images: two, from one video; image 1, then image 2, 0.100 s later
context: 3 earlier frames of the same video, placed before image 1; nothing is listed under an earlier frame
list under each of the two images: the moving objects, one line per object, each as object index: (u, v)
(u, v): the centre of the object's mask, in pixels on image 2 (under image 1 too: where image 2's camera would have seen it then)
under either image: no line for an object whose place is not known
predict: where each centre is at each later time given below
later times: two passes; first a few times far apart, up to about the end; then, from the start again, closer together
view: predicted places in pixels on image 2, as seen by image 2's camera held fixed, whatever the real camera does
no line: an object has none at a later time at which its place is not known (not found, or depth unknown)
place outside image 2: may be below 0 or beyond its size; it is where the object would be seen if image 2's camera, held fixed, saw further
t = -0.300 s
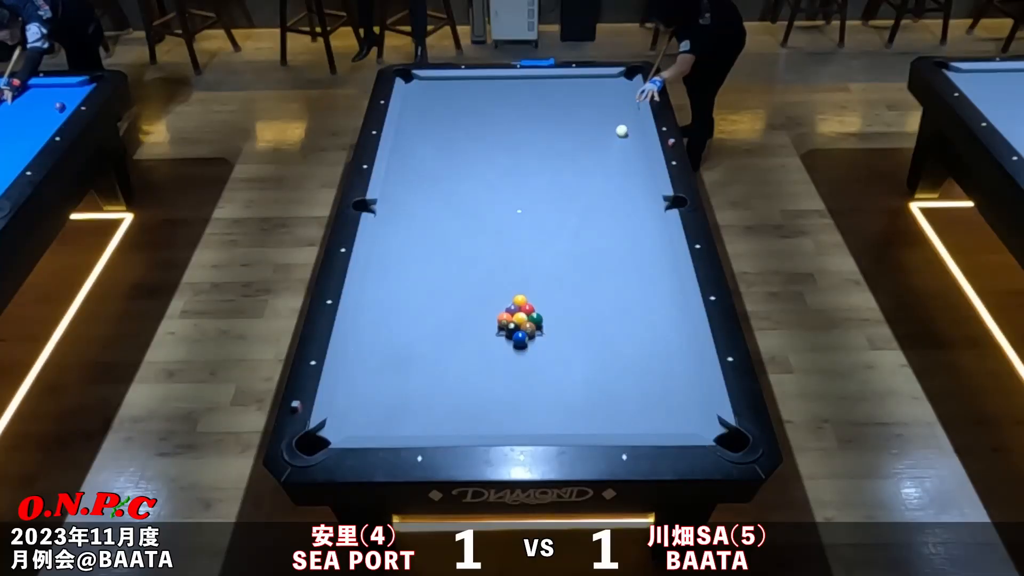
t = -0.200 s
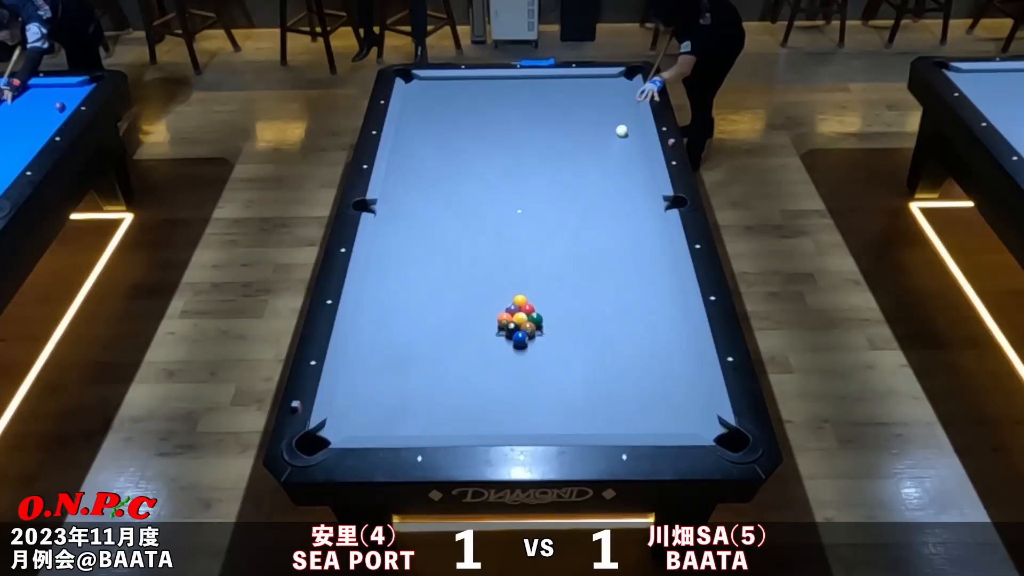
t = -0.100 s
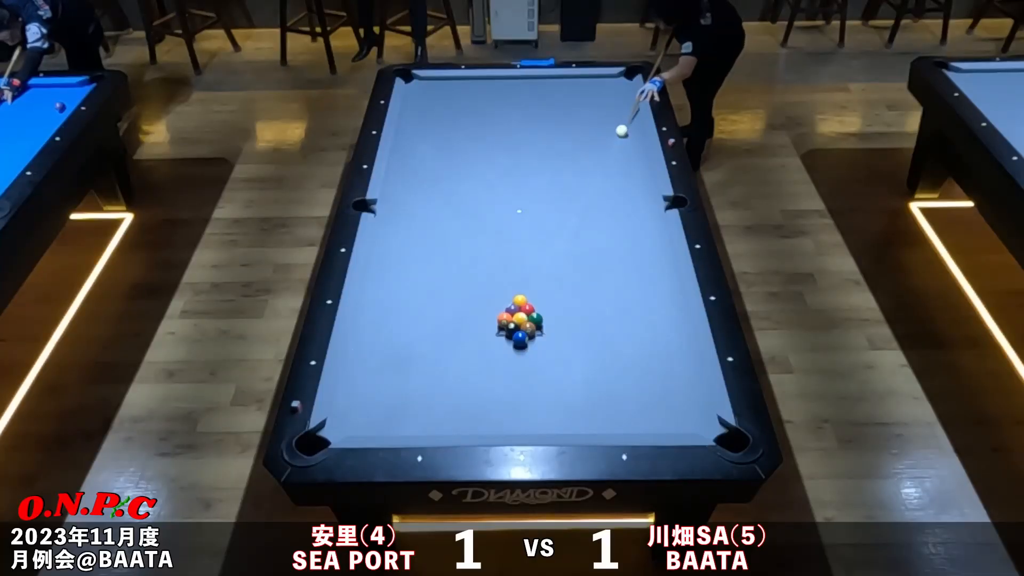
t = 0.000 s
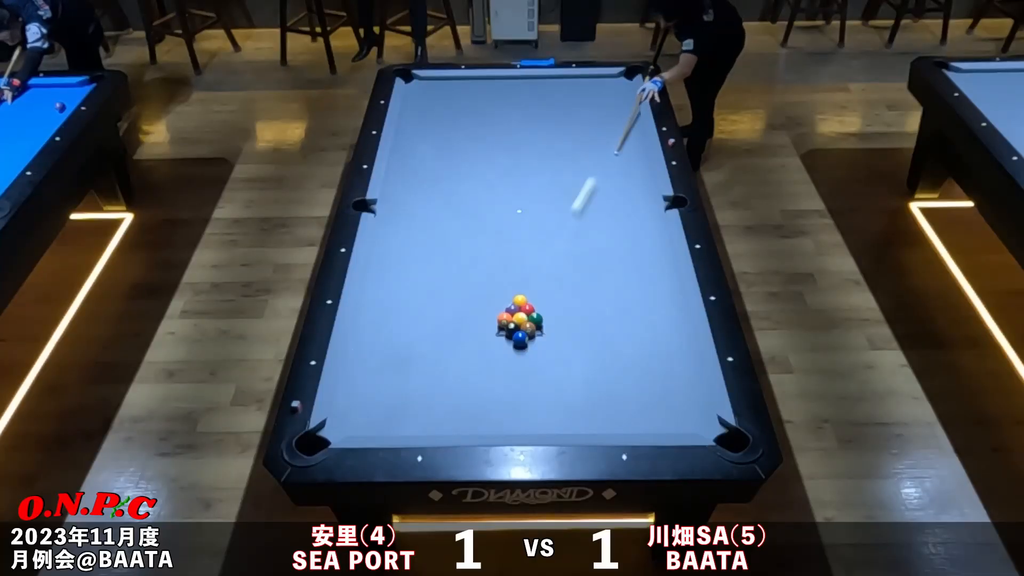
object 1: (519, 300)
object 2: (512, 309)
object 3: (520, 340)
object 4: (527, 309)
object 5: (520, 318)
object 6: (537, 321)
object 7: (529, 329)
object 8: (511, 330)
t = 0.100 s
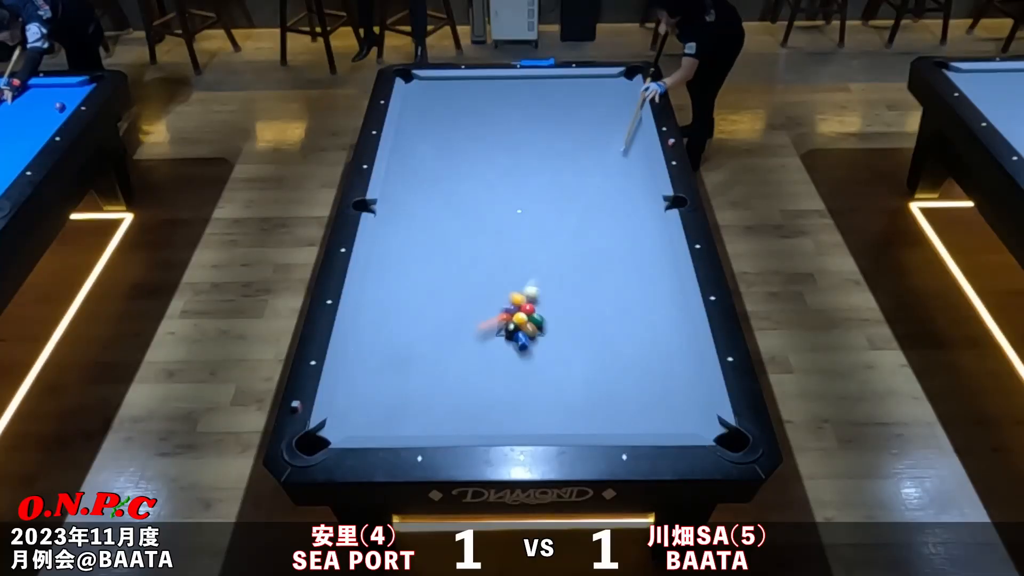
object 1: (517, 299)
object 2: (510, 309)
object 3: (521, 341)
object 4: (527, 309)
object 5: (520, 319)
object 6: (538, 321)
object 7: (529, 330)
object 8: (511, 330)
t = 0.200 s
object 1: (490, 286)
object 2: (475, 308)
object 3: (554, 386)
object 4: (531, 310)
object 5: (520, 321)
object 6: (562, 341)
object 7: (545, 354)
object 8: (508, 340)
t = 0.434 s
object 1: (442, 259)
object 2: (414, 298)
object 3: (601, 398)
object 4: (538, 309)
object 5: (521, 324)
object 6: (613, 379)
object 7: (579, 398)
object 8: (500, 358)
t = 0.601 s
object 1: (411, 242)
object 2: (374, 290)
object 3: (619, 363)
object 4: (542, 308)
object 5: (521, 325)
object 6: (652, 408)
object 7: (604, 426)
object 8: (494, 371)
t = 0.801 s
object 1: (380, 223)
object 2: (390, 278)
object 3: (639, 326)
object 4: (547, 307)
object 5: (522, 326)
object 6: (693, 422)
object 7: (619, 406)
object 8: (487, 385)
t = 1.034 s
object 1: (408, 207)
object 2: (424, 264)
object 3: (649, 285)
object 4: (551, 306)
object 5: (522, 326)
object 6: (695, 401)
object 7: (635, 381)
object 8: (479, 403)
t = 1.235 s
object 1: (429, 195)
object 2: (451, 253)
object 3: (654, 254)
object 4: (553, 306)
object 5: (522, 326)
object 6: (676, 383)
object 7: (647, 361)
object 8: (472, 417)
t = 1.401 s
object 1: (445, 186)
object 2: (473, 245)
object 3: (658, 230)
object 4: (551, 299)
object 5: (522, 326)
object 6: (662, 370)
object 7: (656, 346)
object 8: (467, 426)
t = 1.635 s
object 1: (466, 173)
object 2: (501, 233)
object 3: (652, 203)
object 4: (546, 285)
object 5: (497, 339)
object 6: (643, 353)
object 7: (668, 326)
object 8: (462, 425)
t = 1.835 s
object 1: (483, 163)
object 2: (524, 224)
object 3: (642, 183)
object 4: (542, 274)
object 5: (474, 351)
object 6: (629, 340)
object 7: (678, 311)
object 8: (459, 420)
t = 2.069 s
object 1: (501, 152)
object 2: (549, 214)
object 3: (631, 163)
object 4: (537, 262)
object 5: (449, 366)
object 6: (613, 325)
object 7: (674, 298)
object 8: (457, 413)
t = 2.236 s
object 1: (513, 145)
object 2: (566, 207)
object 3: (624, 150)
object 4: (534, 254)
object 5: (430, 375)
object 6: (603, 316)
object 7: (668, 291)
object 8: (455, 410)
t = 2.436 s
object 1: (527, 137)
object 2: (584, 199)
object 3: (617, 135)
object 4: (531, 246)
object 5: (409, 387)
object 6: (591, 306)
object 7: (660, 283)
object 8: (454, 406)
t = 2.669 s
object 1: (542, 128)
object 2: (605, 191)
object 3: (608, 118)
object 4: (527, 237)
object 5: (384, 401)
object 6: (579, 295)
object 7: (652, 274)
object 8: (453, 402)
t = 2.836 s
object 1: (552, 122)
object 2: (619, 185)
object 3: (603, 108)
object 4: (524, 231)
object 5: (367, 410)
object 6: (571, 288)
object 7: (647, 268)
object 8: (452, 401)
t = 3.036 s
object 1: (563, 116)
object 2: (635, 179)
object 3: (597, 96)
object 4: (521, 225)
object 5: (347, 421)
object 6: (562, 280)
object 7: (641, 262)
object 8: (452, 400)
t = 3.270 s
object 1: (575, 108)
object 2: (648, 172)
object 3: (590, 83)
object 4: (519, 218)
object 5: (324, 433)
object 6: (553, 272)
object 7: (636, 256)
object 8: (451, 399)
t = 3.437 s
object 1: (583, 104)
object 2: (640, 170)
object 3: (586, 79)
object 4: (516, 214)
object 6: (547, 266)
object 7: (632, 252)
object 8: (451, 399)
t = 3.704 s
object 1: (596, 96)
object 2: (629, 166)
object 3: (581, 87)
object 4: (514, 208)
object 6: (538, 259)
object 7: (627, 246)
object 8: (451, 399)
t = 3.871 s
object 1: (603, 92)
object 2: (622, 163)
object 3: (578, 92)
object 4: (512, 205)
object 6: (532, 255)
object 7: (625, 243)
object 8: (451, 399)
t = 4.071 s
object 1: (611, 87)
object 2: (615, 161)
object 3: (575, 97)
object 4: (510, 202)
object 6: (527, 250)
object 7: (622, 240)
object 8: (451, 399)
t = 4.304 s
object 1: (619, 82)
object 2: (608, 159)
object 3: (570, 103)
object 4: (509, 199)
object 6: (521, 245)
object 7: (619, 237)
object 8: (451, 399)
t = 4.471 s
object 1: (625, 79)
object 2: (603, 157)
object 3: (568, 107)
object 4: (508, 196)
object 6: (517, 242)
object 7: (618, 235)
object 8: (451, 399)
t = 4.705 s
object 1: (632, 76)
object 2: (598, 155)
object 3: (565, 113)
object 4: (506, 194)
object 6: (513, 239)
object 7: (616, 234)
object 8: (451, 399)
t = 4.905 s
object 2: (594, 154)
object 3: (562, 118)
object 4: (506, 192)
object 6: (510, 236)
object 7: (616, 233)
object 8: (451, 399)
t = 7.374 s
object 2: (584, 149)
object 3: (544, 146)
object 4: (505, 190)
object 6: (502, 229)
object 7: (615, 232)
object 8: (451, 399)
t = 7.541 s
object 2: (583, 150)
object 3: (544, 146)
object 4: (505, 190)
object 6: (502, 229)
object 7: (615, 232)
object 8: (451, 399)
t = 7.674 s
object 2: (584, 150)
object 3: (544, 146)
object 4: (505, 190)
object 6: (502, 229)
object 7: (615, 232)
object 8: (451, 399)
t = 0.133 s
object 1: (507, 295)
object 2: (496, 311)
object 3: (532, 355)
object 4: (529, 310)
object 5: (520, 320)
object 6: (545, 328)
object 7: (535, 338)
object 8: (510, 335)
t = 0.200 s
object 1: (490, 286)
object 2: (475, 308)
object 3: (554, 386)
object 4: (531, 310)
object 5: (520, 321)
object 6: (562, 341)
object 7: (545, 354)
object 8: (508, 340)
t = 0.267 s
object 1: (475, 277)
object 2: (457, 305)
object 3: (574, 414)
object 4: (533, 310)
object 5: (520, 322)
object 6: (577, 352)
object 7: (555, 366)
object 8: (506, 346)
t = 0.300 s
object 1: (468, 273)
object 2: (448, 304)
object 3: (584, 426)
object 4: (534, 310)
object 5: (521, 322)
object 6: (584, 357)
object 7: (560, 372)
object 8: (505, 348)
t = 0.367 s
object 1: (455, 266)
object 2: (431, 300)
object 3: (594, 414)
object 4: (536, 310)
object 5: (520, 323)
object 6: (598, 367)
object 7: (569, 385)
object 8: (502, 353)
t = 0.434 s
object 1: (442, 259)
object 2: (414, 298)
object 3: (601, 398)
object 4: (538, 309)
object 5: (521, 324)
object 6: (613, 379)
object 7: (579, 398)
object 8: (500, 358)
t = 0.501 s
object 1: (429, 252)
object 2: (398, 295)
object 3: (609, 383)
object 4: (540, 309)
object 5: (521, 324)
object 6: (629, 390)
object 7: (589, 411)
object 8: (497, 363)
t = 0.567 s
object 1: (417, 245)
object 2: (381, 292)
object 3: (616, 370)
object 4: (542, 308)
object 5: (521, 325)
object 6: (645, 401)
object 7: (599, 423)
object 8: (495, 368)
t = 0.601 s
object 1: (411, 242)
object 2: (374, 290)
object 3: (619, 363)
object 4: (542, 308)
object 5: (521, 325)
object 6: (652, 408)
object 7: (604, 426)
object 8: (494, 371)
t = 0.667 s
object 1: (399, 235)
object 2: (368, 287)
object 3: (626, 350)
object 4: (544, 308)
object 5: (522, 325)
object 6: (669, 419)
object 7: (610, 421)
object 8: (492, 376)
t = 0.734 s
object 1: (387, 228)
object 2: (380, 283)
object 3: (632, 338)
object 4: (545, 307)
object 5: (522, 326)
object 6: (684, 426)
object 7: (615, 413)
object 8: (489, 381)
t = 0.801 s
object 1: (380, 223)
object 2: (390, 278)
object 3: (639, 326)
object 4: (547, 307)
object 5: (522, 326)
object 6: (693, 422)
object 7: (619, 406)
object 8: (487, 385)
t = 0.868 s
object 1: (390, 218)
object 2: (400, 274)
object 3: (644, 314)
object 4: (548, 307)
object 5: (522, 326)
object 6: (701, 416)
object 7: (624, 398)
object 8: (485, 391)
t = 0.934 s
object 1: (397, 214)
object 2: (410, 270)
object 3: (646, 302)
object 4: (549, 306)
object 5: (522, 326)
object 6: (705, 410)
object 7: (628, 391)
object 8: (482, 396)
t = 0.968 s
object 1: (401, 212)
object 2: (415, 268)
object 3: (647, 297)
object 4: (550, 306)
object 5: (522, 326)
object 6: (702, 407)
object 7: (630, 388)
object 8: (481, 398)
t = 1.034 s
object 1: (408, 207)
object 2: (424, 264)
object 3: (649, 285)
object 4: (551, 306)
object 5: (522, 326)
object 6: (695, 401)
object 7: (635, 381)
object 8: (479, 403)
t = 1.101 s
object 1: (415, 203)
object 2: (433, 261)
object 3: (651, 275)
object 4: (552, 306)
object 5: (522, 326)
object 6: (688, 395)
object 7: (639, 374)
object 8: (477, 407)
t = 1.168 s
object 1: (422, 199)
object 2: (443, 257)
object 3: (653, 264)
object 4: (553, 306)
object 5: (522, 326)
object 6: (682, 389)
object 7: (643, 368)
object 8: (475, 412)
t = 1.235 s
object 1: (429, 195)
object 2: (451, 253)
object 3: (654, 254)
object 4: (553, 306)
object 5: (522, 326)
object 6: (676, 383)
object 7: (647, 361)
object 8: (472, 417)
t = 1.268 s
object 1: (432, 193)
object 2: (456, 252)
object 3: (655, 249)
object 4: (554, 306)
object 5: (522, 326)
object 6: (673, 380)
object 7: (649, 358)
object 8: (471, 420)
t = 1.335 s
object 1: (438, 189)
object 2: (464, 248)
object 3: (657, 239)
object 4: (553, 302)
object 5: (522, 326)
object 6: (667, 375)
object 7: (652, 352)
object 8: (469, 424)
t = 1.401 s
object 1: (445, 186)
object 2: (473, 245)
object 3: (658, 230)
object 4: (551, 299)
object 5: (522, 326)
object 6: (662, 370)
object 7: (656, 346)
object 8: (467, 426)
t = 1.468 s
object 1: (451, 182)
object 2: (481, 241)
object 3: (659, 222)
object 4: (550, 295)
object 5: (516, 329)
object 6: (656, 365)
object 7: (660, 340)
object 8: (465, 428)
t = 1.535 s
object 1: (457, 178)
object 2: (490, 238)
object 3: (658, 214)
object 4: (548, 290)
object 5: (508, 333)
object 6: (651, 360)
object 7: (664, 335)
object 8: (464, 427)
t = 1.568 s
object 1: (460, 177)
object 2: (494, 236)
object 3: (656, 211)
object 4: (547, 288)
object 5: (504, 335)
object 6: (648, 357)
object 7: (665, 332)
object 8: (463, 426)
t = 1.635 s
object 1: (466, 173)
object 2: (501, 233)
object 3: (652, 203)
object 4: (546, 285)
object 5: (497, 339)
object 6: (643, 353)
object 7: (668, 326)
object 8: (462, 425)
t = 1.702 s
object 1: (472, 169)
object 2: (509, 229)
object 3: (649, 196)
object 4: (544, 281)
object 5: (489, 343)
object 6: (638, 348)
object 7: (672, 321)
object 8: (461, 424)
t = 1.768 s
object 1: (477, 166)
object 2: (516, 227)
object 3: (645, 190)
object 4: (543, 277)
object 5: (482, 347)
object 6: (633, 344)
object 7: (675, 316)
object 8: (460, 422)
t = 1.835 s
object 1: (483, 163)
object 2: (524, 224)
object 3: (642, 183)
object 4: (542, 274)
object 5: (474, 351)
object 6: (629, 340)
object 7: (678, 311)
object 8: (459, 420)
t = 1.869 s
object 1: (485, 161)
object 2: (528, 222)
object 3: (640, 181)
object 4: (541, 272)
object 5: (470, 353)
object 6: (626, 337)
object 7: (679, 309)
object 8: (459, 419)
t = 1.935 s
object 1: (491, 158)
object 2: (535, 219)
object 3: (637, 175)
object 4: (539, 269)
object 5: (463, 358)
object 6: (621, 333)
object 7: (680, 305)
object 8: (458, 417)
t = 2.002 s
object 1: (496, 155)
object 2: (542, 216)
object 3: (634, 168)
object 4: (538, 265)
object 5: (456, 361)
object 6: (617, 329)
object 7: (677, 302)
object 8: (458, 415)
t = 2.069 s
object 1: (501, 152)
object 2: (549, 214)
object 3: (631, 163)
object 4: (537, 262)
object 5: (449, 366)
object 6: (613, 325)
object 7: (674, 298)
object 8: (457, 413)
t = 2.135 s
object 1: (506, 149)
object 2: (556, 211)
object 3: (629, 157)
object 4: (536, 259)
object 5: (441, 370)
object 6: (609, 322)
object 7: (672, 295)
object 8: (456, 412)
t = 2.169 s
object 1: (508, 148)
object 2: (559, 210)
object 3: (627, 155)
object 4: (535, 257)
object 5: (438, 371)
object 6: (607, 320)
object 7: (670, 294)
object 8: (456, 411)
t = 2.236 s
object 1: (513, 145)
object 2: (566, 207)
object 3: (624, 150)
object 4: (534, 254)
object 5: (430, 375)
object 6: (603, 316)
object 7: (668, 291)
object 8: (455, 410)
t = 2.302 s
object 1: (518, 142)
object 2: (572, 205)
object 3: (622, 144)
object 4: (533, 251)
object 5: (423, 380)
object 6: (599, 312)
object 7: (665, 288)
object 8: (455, 408)
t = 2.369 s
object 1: (522, 140)
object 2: (578, 202)
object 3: (620, 139)
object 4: (532, 249)
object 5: (416, 383)
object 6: (595, 309)
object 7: (662, 285)
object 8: (454, 407)
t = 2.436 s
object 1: (527, 137)
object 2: (584, 199)
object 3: (617, 135)
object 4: (531, 246)
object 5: (409, 387)
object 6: (591, 306)
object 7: (660, 283)
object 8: (454, 406)
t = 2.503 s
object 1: (531, 134)
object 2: (591, 197)
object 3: (614, 130)
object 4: (529, 243)
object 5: (402, 391)
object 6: (588, 303)
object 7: (658, 280)
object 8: (454, 405)
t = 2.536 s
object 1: (533, 133)
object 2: (594, 195)
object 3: (613, 127)
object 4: (529, 242)
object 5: (398, 393)
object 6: (586, 301)
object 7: (656, 278)
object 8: (453, 404)
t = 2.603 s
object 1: (537, 131)
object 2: (599, 193)
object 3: (611, 123)
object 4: (528, 239)
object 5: (391, 397)
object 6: (582, 298)
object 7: (654, 276)
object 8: (453, 403)
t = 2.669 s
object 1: (542, 128)
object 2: (605, 191)
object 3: (608, 118)
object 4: (527, 237)
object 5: (384, 401)
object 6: (579, 295)
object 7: (652, 274)
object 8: (453, 402)
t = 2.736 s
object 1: (546, 126)
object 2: (611, 189)
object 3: (606, 114)
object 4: (526, 235)
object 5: (377, 405)
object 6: (576, 292)
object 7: (650, 271)
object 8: (452, 402)
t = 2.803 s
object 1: (550, 123)
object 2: (616, 187)
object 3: (604, 110)
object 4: (525, 232)
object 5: (370, 409)
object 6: (573, 289)
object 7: (648, 269)
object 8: (452, 401)
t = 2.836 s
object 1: (552, 122)
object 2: (619, 185)
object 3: (603, 108)
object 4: (524, 231)
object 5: (367, 410)
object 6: (571, 288)
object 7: (647, 268)
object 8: (452, 401)
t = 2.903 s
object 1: (556, 120)
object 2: (625, 183)
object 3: (601, 104)
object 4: (523, 229)
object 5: (360, 414)
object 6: (568, 285)
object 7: (645, 266)
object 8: (452, 400)
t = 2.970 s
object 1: (559, 118)
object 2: (630, 181)
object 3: (599, 100)
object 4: (522, 227)
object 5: (354, 418)
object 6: (565, 282)
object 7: (643, 264)
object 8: (452, 400)
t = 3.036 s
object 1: (563, 116)
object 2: (635, 179)
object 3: (597, 96)
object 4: (521, 225)
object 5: (347, 421)
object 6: (562, 280)
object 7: (641, 262)
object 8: (452, 400)
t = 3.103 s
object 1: (566, 114)
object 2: (640, 177)
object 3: (595, 92)
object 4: (521, 223)
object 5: (340, 425)
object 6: (559, 277)
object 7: (640, 260)
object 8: (452, 399)
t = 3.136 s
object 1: (568, 112)
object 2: (642, 176)
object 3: (594, 90)
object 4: (520, 222)
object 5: (337, 427)
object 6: (558, 276)
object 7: (639, 259)
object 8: (451, 399)
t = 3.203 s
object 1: (572, 110)
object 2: (647, 174)
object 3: (592, 87)
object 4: (519, 221)
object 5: (330, 430)
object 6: (555, 274)
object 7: (637, 257)
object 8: (451, 399)
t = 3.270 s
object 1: (575, 108)
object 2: (648, 172)
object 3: (590, 83)
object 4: (519, 218)
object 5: (324, 433)
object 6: (553, 272)
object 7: (636, 256)
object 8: (451, 399)
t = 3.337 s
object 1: (579, 106)
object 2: (645, 171)
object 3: (588, 80)
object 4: (518, 217)
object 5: (319, 442)
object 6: (550, 269)
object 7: (634, 254)
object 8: (451, 399)
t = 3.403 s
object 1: (582, 105)
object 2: (642, 170)
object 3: (587, 78)
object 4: (517, 215)
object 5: (314, 452)
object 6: (548, 267)
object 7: (633, 253)
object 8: (451, 399)
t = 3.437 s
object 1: (583, 104)
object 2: (640, 170)
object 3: (586, 79)
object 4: (516, 214)
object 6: (547, 266)
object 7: (632, 252)
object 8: (451, 399)
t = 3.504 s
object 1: (587, 102)
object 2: (637, 169)
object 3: (585, 81)
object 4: (516, 213)
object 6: (544, 264)
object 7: (631, 250)
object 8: (451, 399)
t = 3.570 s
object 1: (590, 100)
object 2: (634, 168)
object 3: (584, 83)
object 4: (515, 211)
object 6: (542, 263)
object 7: (629, 249)
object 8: (451, 399)
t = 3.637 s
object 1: (593, 98)
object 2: (631, 166)
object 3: (582, 85)
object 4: (514, 210)
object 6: (540, 261)
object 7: (628, 247)
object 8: (451, 399)
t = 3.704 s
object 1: (596, 96)
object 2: (629, 166)
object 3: (581, 87)
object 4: (514, 208)
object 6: (538, 259)
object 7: (627, 246)
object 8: (451, 399)
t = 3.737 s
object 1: (597, 95)
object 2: (627, 165)
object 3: (580, 88)
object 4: (513, 208)
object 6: (536, 258)
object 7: (627, 245)
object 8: (451, 399)
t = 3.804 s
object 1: (600, 94)
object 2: (625, 164)
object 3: (579, 90)
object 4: (513, 207)
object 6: (534, 256)
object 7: (626, 244)
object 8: (451, 399)
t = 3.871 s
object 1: (603, 92)
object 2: (622, 163)
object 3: (578, 92)
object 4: (512, 205)
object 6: (532, 255)
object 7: (625, 243)
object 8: (451, 399)
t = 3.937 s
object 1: (605, 91)
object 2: (620, 162)
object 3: (577, 94)
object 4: (512, 204)
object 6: (531, 253)
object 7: (624, 242)
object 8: (451, 399)
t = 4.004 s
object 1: (608, 89)
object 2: (617, 161)
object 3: (576, 96)
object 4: (511, 203)
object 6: (529, 252)
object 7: (623, 241)
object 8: (451, 399)
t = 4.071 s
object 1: (611, 87)
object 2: (615, 161)
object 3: (575, 97)
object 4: (510, 202)
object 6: (527, 250)
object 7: (622, 240)
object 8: (451, 399)
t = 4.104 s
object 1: (612, 87)
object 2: (614, 161)
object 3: (574, 98)
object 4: (510, 202)
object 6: (526, 249)
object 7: (621, 239)
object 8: (451, 399)
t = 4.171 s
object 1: (614, 85)
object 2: (612, 160)
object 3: (573, 100)
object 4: (509, 201)
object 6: (524, 248)
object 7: (621, 238)
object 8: (451, 399)
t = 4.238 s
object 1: (617, 84)
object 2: (610, 159)
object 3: (572, 102)
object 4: (509, 200)
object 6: (523, 247)
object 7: (620, 238)
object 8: (451, 399)
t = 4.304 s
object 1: (619, 82)
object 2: (608, 159)
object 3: (570, 103)
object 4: (509, 199)
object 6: (521, 245)
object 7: (619, 237)
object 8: (451, 399)
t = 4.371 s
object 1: (622, 81)
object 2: (606, 158)
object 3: (569, 105)
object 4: (508, 198)
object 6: (520, 244)
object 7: (619, 236)
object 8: (451, 399)
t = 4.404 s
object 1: (623, 80)
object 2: (605, 158)
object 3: (569, 106)
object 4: (508, 197)
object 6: (519, 243)
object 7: (618, 236)
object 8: (451, 399)
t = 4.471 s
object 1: (625, 79)
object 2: (603, 157)
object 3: (568, 107)
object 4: (508, 196)
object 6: (517, 242)
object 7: (618, 235)
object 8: (451, 399)
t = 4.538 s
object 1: (627, 77)
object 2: (601, 156)
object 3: (567, 109)
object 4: (507, 196)
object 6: (516, 241)
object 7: (617, 235)
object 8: (451, 399)
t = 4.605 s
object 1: (629, 76)
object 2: (600, 156)
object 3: (566, 111)
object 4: (507, 195)
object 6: (515, 240)
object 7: (617, 234)
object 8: (451, 399)
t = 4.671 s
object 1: (631, 75)
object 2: (598, 156)
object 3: (565, 112)
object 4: (507, 194)
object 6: (514, 239)
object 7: (617, 234)
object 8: (451, 399)
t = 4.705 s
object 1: (632, 76)
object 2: (598, 155)
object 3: (565, 113)
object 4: (506, 194)
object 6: (513, 239)
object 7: (616, 234)
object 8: (451, 399)
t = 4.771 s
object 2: (596, 155)
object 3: (564, 115)
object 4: (506, 194)
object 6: (512, 238)
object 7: (616, 233)
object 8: (451, 399)
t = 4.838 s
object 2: (595, 154)
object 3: (563, 116)
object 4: (506, 193)
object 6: (511, 237)
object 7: (616, 233)
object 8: (451, 399)
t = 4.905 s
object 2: (594, 154)
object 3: (562, 118)
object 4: (506, 192)
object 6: (510, 236)
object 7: (616, 233)
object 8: (451, 399)
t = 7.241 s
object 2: (584, 149)
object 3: (544, 146)
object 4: (505, 190)
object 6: (502, 229)
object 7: (615, 232)
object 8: (451, 399)
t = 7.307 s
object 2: (584, 150)
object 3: (544, 146)
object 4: (505, 190)
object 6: (502, 229)
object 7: (615, 232)
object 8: (451, 399)
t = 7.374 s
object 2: (584, 149)
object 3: (544, 146)
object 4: (505, 190)
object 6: (502, 229)
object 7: (615, 232)
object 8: (451, 399)
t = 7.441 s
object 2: (584, 149)
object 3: (544, 146)
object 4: (505, 190)
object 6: (502, 229)
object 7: (615, 232)
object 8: (451, 399)
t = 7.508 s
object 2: (584, 150)
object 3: (544, 146)
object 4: (505, 190)
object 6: (502, 229)
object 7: (615, 232)
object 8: (451, 399)
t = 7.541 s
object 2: (583, 150)
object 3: (544, 146)
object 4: (505, 190)
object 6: (502, 229)
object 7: (615, 232)
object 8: (451, 399)
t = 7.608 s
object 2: (584, 150)
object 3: (544, 146)
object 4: (505, 190)
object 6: (502, 229)
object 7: (615, 232)
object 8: (451, 399)
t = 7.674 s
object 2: (584, 150)
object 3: (544, 146)
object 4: (505, 190)
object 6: (502, 229)
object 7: (615, 232)
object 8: (451, 399)
